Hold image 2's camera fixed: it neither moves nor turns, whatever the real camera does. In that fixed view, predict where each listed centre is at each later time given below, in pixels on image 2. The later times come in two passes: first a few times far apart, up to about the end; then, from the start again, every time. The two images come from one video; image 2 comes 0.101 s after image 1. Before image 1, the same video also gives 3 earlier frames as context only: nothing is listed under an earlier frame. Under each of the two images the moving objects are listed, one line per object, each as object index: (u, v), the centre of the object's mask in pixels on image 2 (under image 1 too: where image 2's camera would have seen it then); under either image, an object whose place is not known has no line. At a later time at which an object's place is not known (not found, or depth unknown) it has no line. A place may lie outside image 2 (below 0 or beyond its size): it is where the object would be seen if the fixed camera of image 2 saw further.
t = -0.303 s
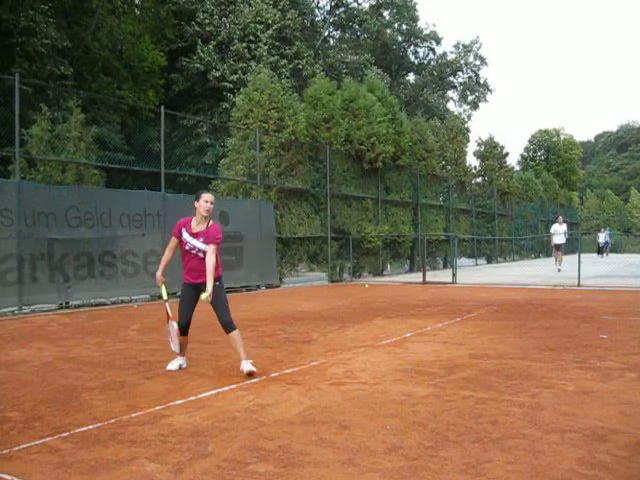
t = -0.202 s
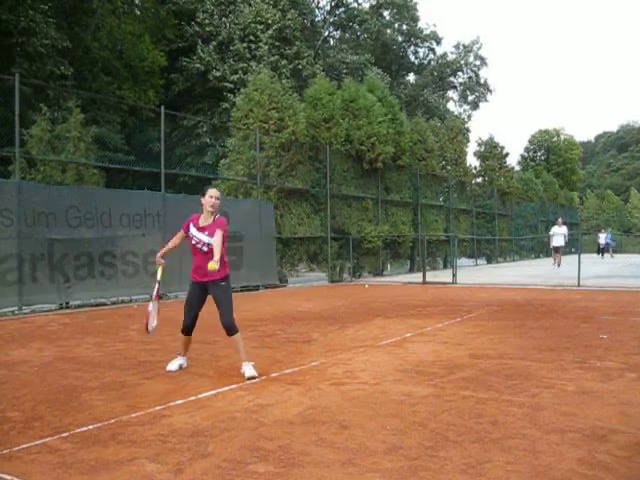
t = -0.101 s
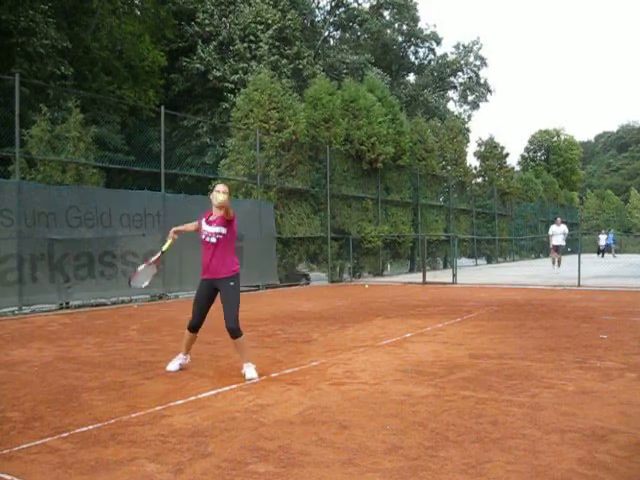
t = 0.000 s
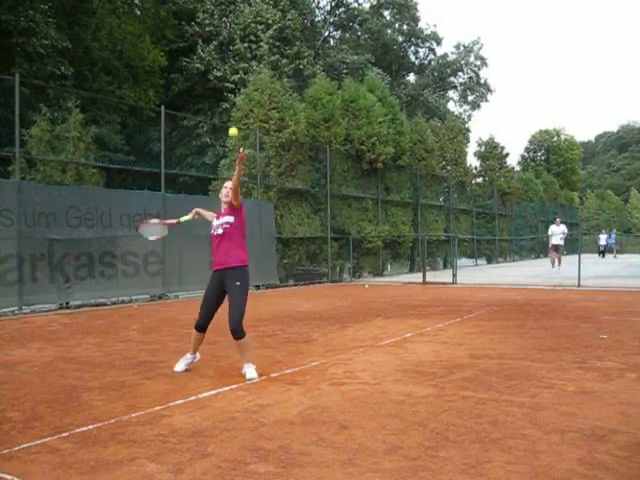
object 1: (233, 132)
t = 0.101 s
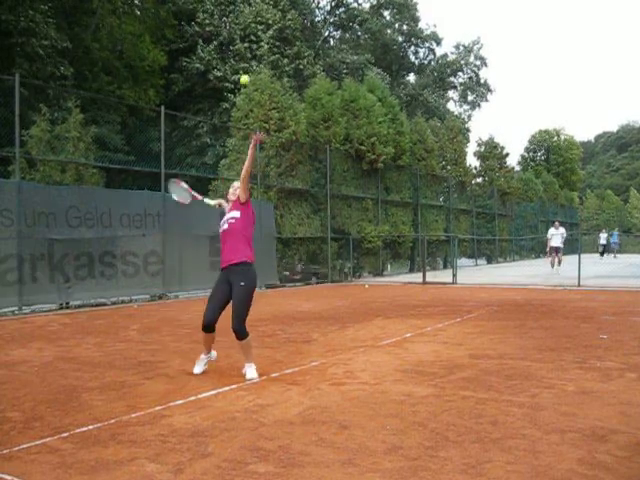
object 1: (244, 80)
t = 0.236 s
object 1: (260, 32)
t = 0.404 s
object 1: (279, 6)
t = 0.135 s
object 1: (248, 66)
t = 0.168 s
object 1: (252, 53)
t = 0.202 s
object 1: (256, 42)
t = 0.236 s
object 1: (260, 32)
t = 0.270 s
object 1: (263, 24)
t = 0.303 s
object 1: (268, 17)
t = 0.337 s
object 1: (271, 12)
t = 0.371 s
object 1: (276, 8)
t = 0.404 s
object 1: (279, 6)
